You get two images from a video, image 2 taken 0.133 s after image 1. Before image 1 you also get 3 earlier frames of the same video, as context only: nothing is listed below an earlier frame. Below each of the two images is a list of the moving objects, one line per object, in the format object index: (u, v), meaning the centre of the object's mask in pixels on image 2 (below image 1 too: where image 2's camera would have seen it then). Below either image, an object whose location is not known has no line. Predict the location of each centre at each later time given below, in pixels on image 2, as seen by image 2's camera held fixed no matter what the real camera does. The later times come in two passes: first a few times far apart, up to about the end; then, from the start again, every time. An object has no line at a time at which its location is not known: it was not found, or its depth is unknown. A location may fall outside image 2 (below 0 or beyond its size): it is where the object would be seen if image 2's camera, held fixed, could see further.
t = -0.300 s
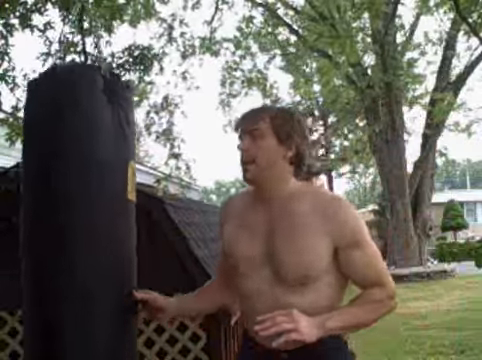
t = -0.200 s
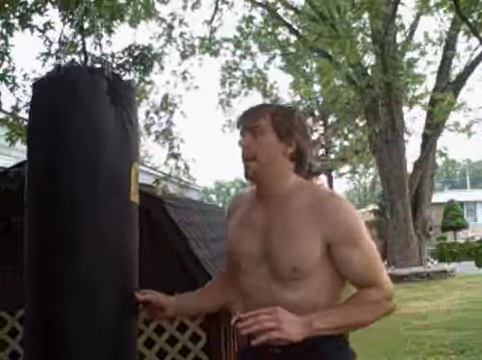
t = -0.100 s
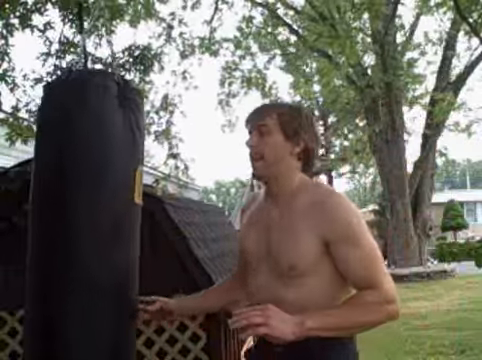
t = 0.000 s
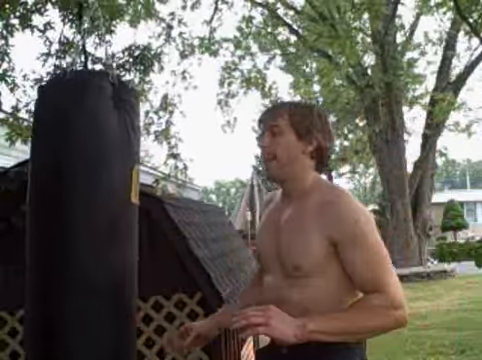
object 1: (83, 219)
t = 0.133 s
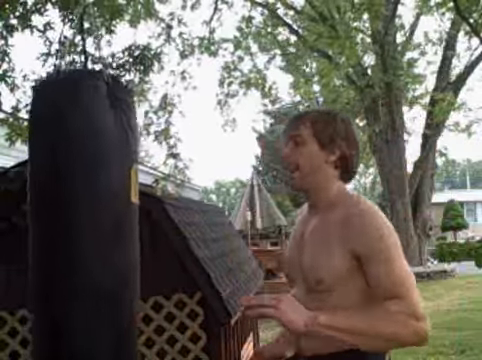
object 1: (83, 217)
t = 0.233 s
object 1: (90, 219)
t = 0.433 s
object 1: (97, 218)
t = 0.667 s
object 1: (112, 220)
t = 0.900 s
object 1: (123, 219)
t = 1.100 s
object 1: (128, 219)
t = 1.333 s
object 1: (131, 219)
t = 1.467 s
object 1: (127, 218)
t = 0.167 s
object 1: (86, 218)
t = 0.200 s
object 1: (88, 218)
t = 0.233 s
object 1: (90, 219)
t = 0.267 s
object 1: (92, 219)
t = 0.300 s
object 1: (93, 220)
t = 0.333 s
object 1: (94, 220)
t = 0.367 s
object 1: (95, 220)
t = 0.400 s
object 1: (96, 219)
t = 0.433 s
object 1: (97, 218)
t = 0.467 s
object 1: (99, 219)
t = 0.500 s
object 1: (101, 219)
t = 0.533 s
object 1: (104, 219)
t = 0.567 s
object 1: (106, 220)
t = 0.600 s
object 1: (108, 219)
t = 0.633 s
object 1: (111, 219)
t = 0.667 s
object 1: (112, 220)
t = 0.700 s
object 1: (113, 220)
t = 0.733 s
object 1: (114, 220)
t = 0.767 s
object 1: (115, 219)
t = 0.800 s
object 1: (117, 219)
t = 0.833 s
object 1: (119, 218)
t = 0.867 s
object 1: (121, 219)
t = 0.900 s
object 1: (123, 219)
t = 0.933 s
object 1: (125, 219)
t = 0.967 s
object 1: (126, 219)
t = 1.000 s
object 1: (127, 219)
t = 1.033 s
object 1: (128, 220)
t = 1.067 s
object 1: (128, 220)
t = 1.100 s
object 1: (128, 219)
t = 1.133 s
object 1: (128, 219)
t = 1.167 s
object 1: (128, 219)
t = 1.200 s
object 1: (129, 219)
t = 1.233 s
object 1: (130, 219)
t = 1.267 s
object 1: (131, 219)
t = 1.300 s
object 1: (131, 219)
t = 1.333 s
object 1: (131, 219)
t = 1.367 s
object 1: (130, 219)
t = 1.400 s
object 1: (129, 218)
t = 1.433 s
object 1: (128, 217)
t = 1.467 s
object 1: (127, 218)
